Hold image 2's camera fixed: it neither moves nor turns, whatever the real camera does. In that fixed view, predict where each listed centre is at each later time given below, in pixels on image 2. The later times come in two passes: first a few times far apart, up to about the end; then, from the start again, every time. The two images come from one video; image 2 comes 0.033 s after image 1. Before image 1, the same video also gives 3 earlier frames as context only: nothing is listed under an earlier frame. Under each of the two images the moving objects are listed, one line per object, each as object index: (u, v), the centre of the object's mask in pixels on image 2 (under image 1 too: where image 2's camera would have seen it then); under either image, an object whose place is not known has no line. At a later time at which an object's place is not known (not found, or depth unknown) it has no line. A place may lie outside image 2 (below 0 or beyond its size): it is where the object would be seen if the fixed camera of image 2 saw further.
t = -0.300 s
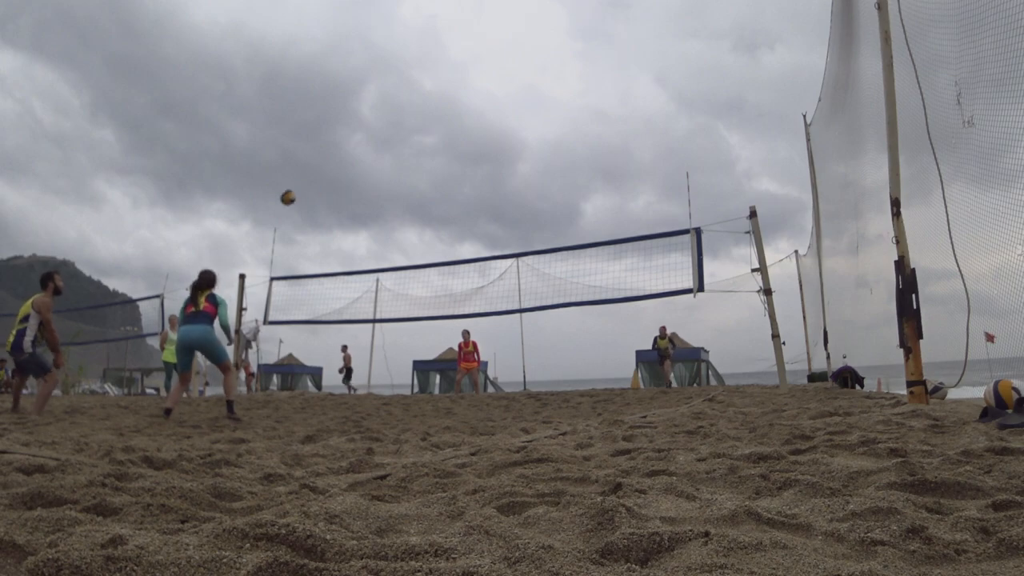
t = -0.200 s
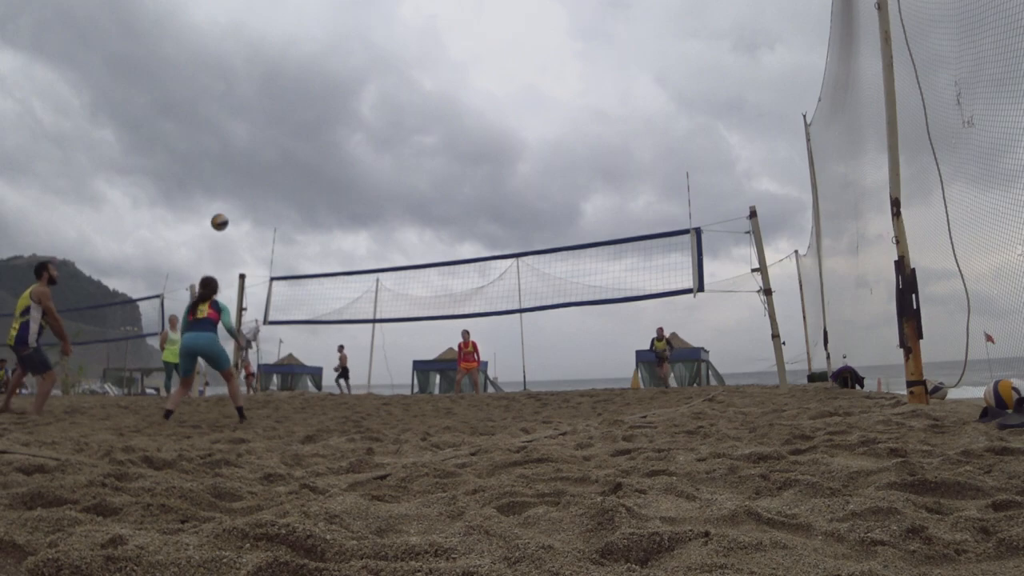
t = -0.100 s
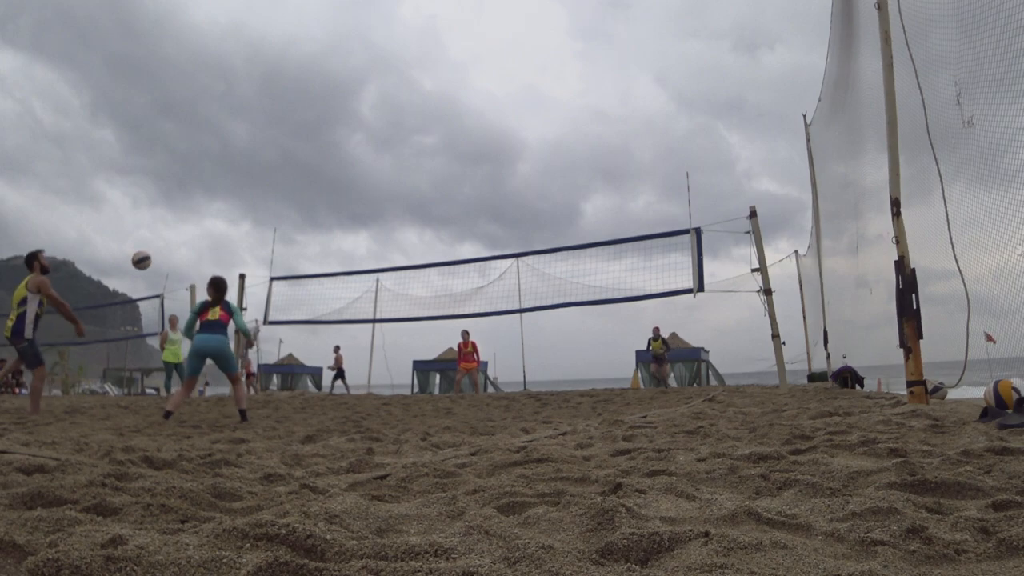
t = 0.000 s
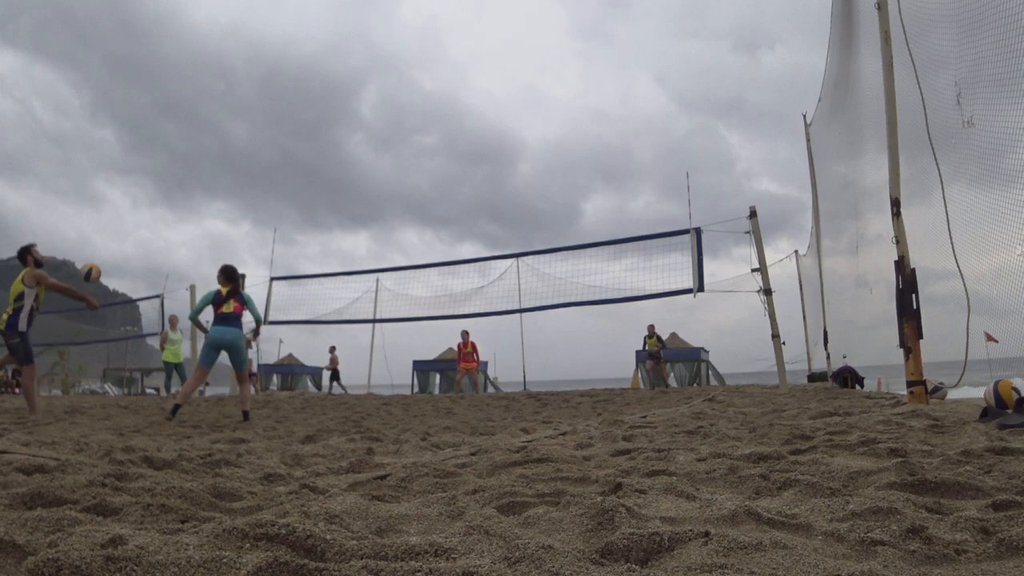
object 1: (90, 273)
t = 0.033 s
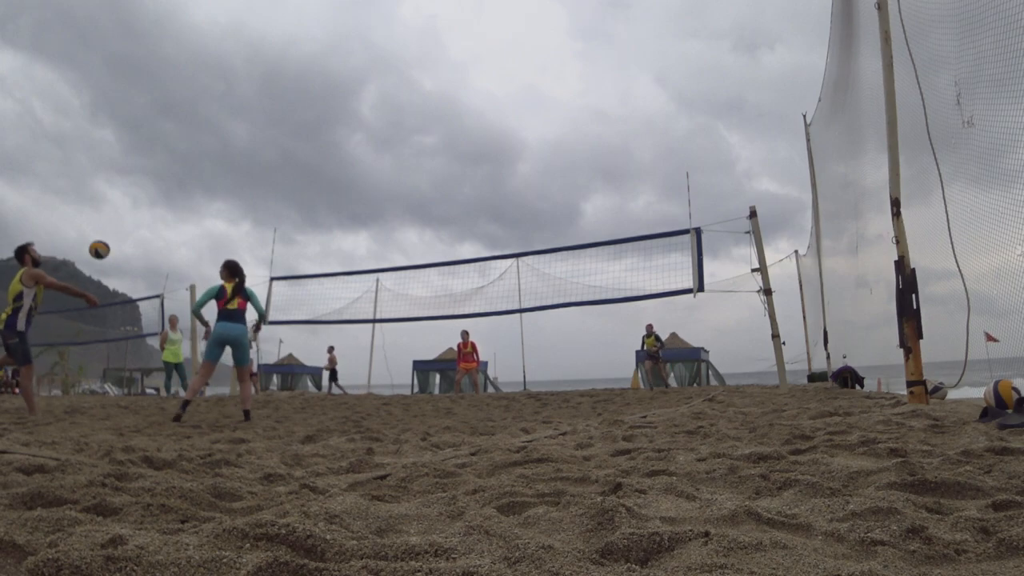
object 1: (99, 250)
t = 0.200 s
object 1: (144, 152)
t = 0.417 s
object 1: (200, 64)
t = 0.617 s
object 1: (249, 20)
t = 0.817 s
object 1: (295, 8)
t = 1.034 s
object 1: (345, 27)
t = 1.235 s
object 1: (393, 81)
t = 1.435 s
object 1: (443, 176)
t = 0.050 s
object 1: (103, 238)
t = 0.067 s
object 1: (108, 227)
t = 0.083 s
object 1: (113, 217)
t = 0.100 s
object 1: (117, 206)
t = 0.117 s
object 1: (121, 196)
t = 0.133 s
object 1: (126, 187)
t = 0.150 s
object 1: (130, 177)
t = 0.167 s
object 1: (135, 168)
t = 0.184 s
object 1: (140, 160)
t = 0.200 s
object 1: (144, 152)
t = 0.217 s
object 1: (149, 143)
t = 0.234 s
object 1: (153, 134)
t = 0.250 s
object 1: (157, 127)
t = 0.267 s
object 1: (161, 119)
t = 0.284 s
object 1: (166, 112)
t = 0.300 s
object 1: (170, 106)
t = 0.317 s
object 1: (174, 99)
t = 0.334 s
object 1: (179, 92)
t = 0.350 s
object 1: (183, 86)
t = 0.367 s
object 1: (187, 80)
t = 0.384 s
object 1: (192, 74)
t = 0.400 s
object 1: (196, 69)
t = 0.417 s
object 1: (200, 64)
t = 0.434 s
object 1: (204, 60)
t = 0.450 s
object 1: (208, 54)
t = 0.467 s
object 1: (213, 50)
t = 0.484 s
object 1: (217, 45)
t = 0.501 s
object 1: (221, 41)
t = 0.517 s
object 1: (225, 38)
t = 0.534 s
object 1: (229, 34)
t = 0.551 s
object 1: (233, 31)
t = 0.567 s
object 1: (237, 28)
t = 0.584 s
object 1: (241, 25)
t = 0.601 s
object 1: (245, 23)
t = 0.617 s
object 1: (249, 20)
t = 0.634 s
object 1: (253, 18)
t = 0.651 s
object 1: (257, 16)
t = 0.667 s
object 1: (261, 14)
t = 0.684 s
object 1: (264, 12)
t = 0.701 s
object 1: (268, 11)
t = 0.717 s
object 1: (272, 10)
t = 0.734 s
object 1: (276, 9)
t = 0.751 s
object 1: (280, 8)
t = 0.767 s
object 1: (284, 8)
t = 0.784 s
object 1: (287, 8)
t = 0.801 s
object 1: (291, 8)
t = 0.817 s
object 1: (295, 8)
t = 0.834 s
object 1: (299, 8)
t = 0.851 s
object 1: (303, 8)
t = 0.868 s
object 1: (306, 9)
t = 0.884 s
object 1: (310, 9)
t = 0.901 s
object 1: (314, 10)
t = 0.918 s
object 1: (318, 12)
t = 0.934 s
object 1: (322, 13)
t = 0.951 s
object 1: (326, 15)
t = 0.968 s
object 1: (329, 17)
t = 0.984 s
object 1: (333, 19)
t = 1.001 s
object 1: (337, 22)
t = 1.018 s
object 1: (341, 24)
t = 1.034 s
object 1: (345, 27)
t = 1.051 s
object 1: (349, 30)
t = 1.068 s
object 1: (353, 34)
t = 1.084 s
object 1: (356, 37)
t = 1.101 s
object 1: (360, 41)
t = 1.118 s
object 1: (364, 46)
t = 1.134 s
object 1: (368, 50)
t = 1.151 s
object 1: (372, 54)
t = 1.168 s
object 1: (376, 59)
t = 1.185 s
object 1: (380, 64)
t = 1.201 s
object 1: (384, 70)
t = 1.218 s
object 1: (388, 75)
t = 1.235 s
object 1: (393, 81)
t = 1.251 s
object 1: (397, 88)
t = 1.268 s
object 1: (401, 94)
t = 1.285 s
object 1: (405, 101)
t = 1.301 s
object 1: (409, 108)
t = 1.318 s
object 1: (413, 115)
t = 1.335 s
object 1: (418, 123)
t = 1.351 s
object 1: (422, 131)
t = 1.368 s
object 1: (426, 140)
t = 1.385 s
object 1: (430, 148)
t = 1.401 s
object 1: (435, 157)
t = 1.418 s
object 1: (439, 166)
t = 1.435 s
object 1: (443, 176)
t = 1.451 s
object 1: (448, 186)
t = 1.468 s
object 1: (452, 196)
